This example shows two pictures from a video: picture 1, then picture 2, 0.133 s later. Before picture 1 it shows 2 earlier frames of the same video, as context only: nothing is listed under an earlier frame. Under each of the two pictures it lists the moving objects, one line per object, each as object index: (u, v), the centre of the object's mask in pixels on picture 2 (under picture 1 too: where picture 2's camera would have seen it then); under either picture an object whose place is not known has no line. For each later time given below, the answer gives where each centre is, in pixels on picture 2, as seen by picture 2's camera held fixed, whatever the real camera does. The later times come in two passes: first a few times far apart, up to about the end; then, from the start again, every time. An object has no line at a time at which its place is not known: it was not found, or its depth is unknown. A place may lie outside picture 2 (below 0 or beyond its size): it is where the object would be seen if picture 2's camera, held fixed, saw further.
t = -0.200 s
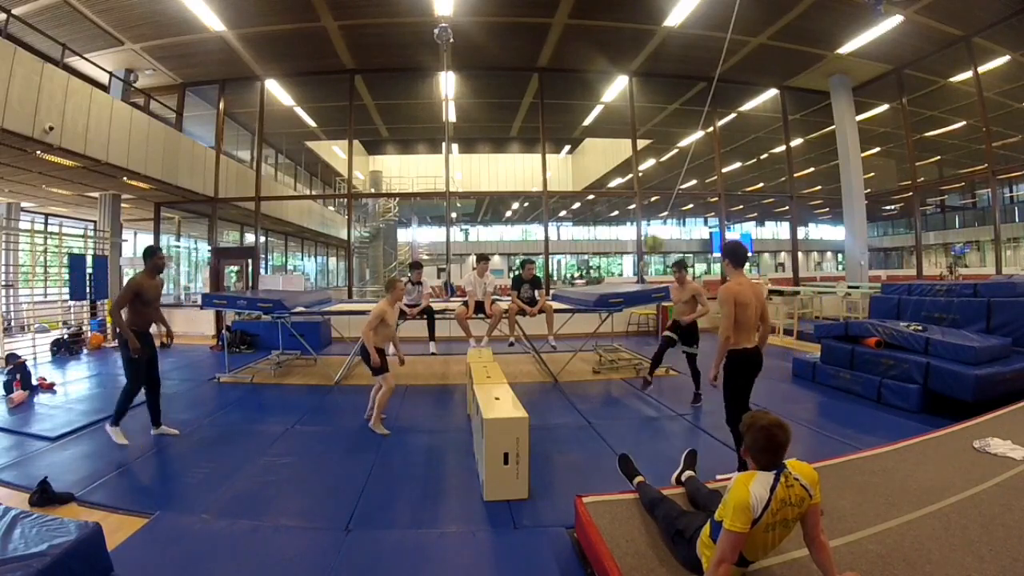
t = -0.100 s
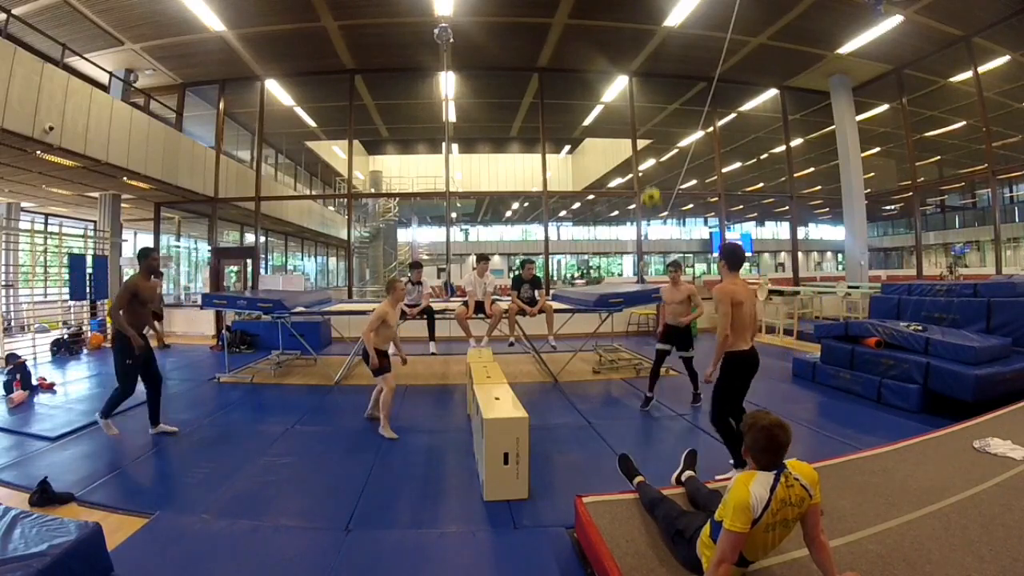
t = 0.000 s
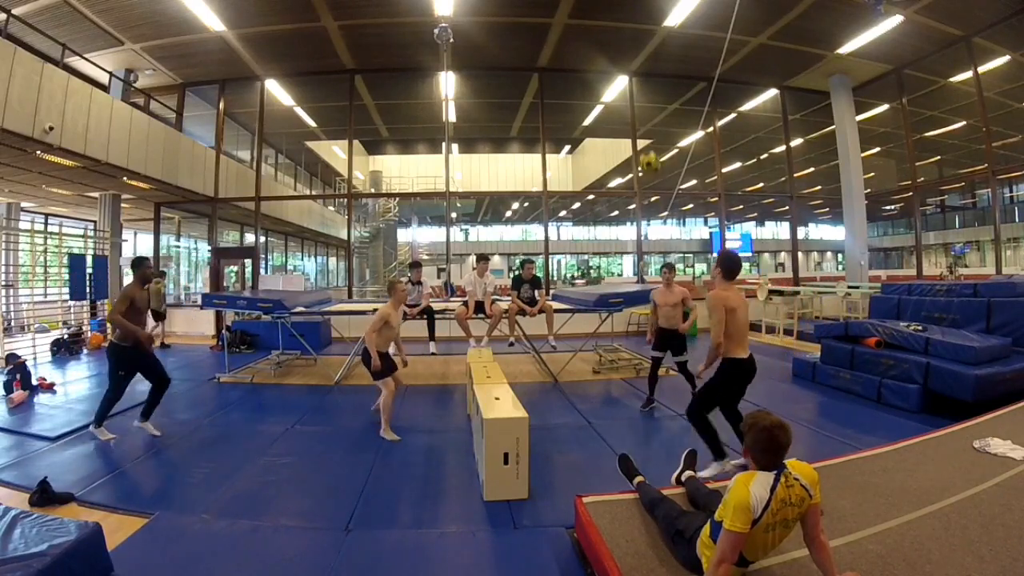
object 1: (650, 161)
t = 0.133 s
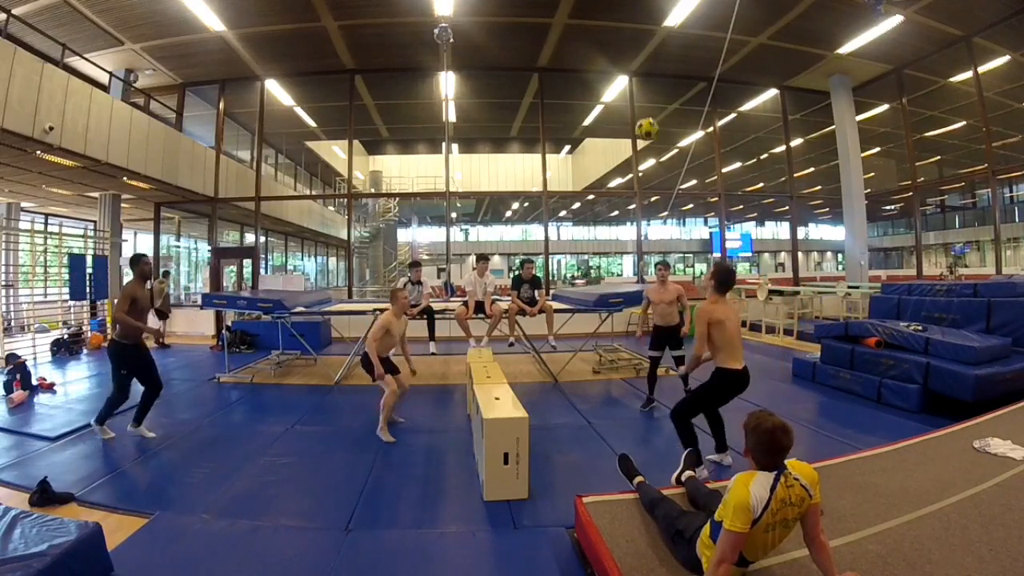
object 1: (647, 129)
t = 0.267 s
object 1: (645, 113)
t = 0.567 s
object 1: (647, 147)
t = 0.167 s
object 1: (646, 122)
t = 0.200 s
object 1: (646, 118)
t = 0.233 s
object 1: (645, 115)
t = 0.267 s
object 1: (645, 113)
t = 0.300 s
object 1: (645, 112)
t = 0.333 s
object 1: (645, 111)
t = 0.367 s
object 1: (645, 112)
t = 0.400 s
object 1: (645, 114)
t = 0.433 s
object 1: (646, 118)
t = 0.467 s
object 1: (646, 122)
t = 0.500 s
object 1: (646, 129)
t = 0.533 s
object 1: (646, 136)
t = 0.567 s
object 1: (647, 147)
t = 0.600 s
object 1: (649, 160)
